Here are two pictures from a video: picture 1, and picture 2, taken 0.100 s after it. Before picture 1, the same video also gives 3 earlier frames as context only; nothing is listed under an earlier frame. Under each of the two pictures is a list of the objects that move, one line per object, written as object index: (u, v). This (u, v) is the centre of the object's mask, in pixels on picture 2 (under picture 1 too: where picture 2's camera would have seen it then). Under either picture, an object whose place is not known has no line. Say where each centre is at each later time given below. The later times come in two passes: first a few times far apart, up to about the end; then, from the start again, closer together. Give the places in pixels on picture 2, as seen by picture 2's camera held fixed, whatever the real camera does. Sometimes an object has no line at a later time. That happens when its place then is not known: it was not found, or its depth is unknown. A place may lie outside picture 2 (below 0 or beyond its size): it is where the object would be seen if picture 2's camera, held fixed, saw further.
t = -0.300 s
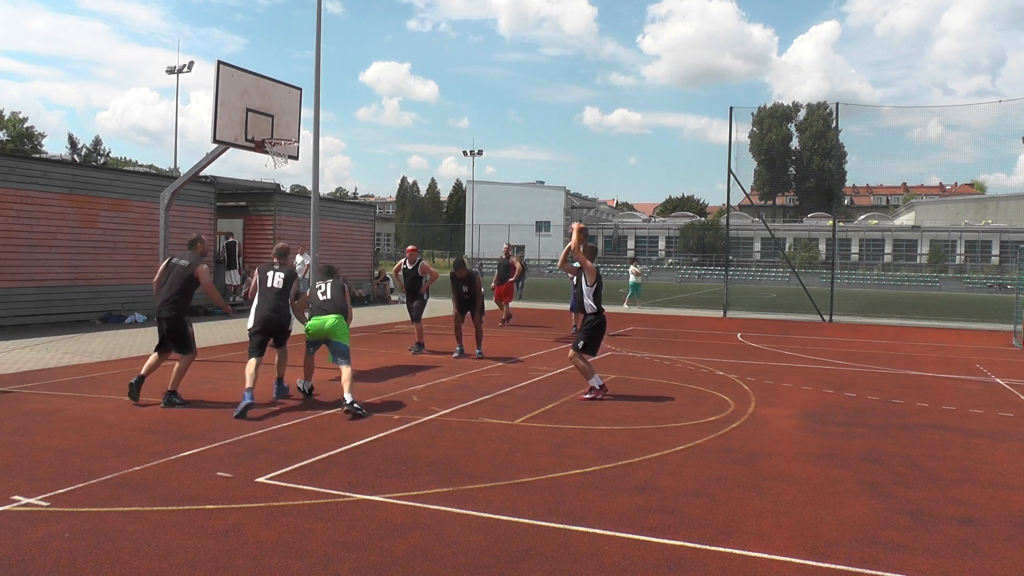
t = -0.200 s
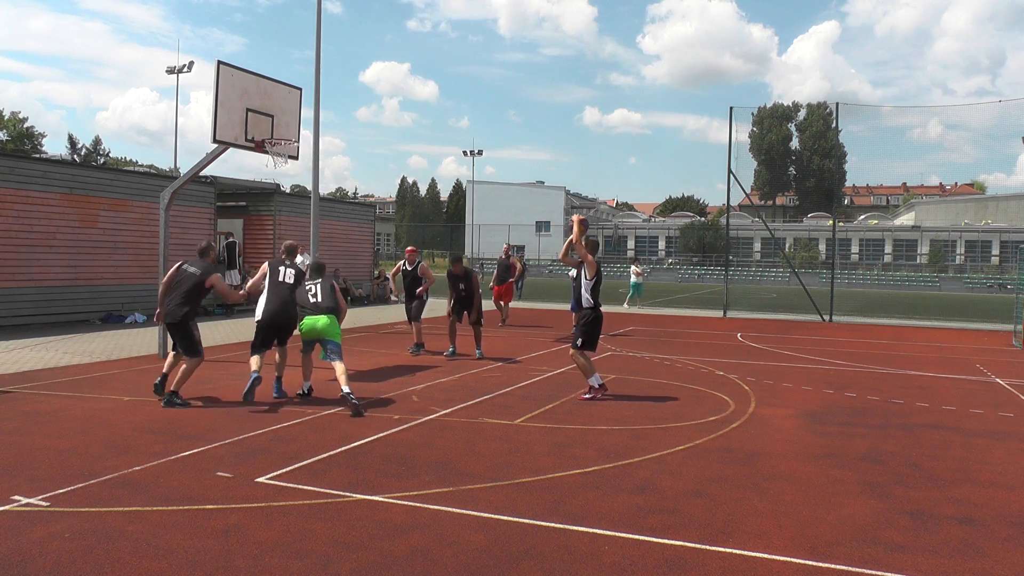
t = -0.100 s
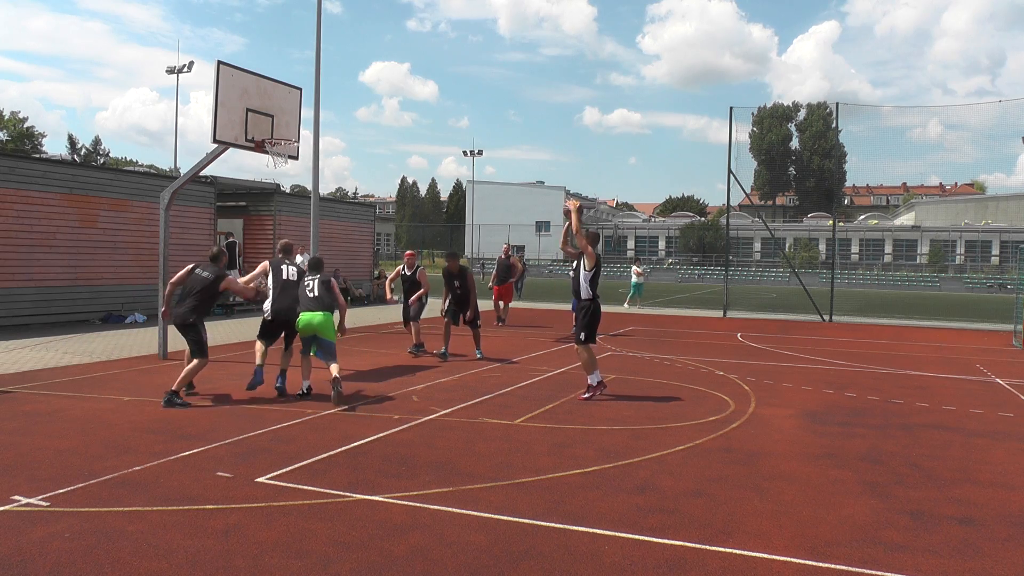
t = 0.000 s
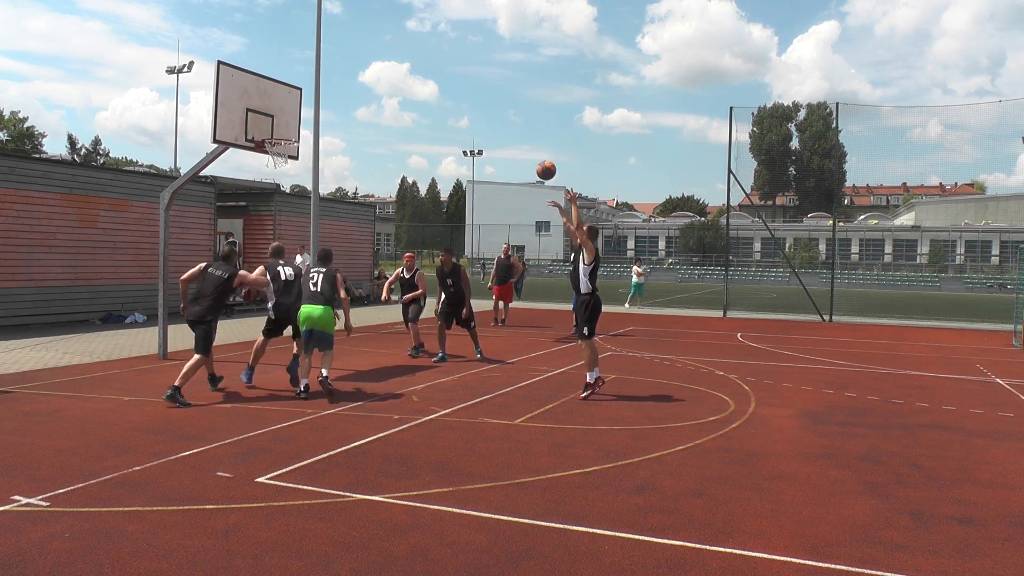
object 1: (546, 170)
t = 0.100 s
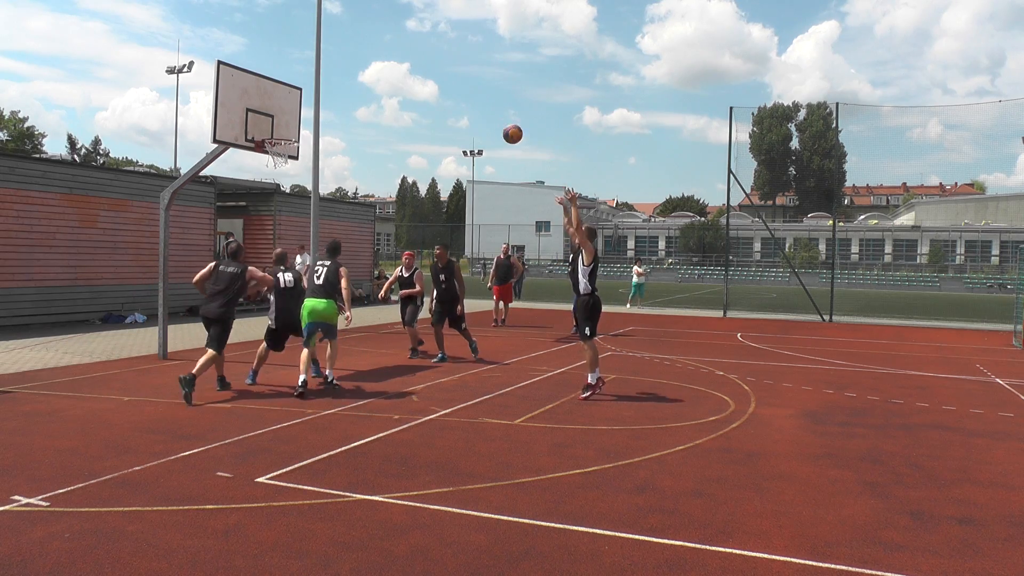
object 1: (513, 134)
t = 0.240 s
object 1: (468, 99)
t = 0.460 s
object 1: (403, 77)
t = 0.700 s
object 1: (337, 96)
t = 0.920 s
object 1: (278, 147)
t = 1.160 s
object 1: (265, 162)
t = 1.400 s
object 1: (256, 207)
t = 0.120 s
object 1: (506, 128)
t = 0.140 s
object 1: (500, 122)
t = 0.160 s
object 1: (493, 117)
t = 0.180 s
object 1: (487, 112)
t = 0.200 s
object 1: (481, 107)
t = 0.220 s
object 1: (474, 103)
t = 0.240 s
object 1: (468, 99)
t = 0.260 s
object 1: (462, 96)
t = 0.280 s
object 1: (456, 93)
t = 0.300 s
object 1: (450, 90)
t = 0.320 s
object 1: (444, 87)
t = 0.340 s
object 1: (438, 85)
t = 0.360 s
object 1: (432, 83)
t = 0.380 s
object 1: (426, 81)
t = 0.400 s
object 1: (420, 80)
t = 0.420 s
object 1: (414, 79)
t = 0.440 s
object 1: (408, 78)
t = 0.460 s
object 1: (403, 77)
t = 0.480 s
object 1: (397, 77)
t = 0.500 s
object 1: (391, 78)
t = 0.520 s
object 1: (386, 78)
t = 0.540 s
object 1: (380, 79)
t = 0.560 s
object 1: (375, 80)
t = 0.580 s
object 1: (369, 81)
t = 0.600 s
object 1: (364, 83)
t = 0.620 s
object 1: (358, 85)
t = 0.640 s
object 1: (353, 87)
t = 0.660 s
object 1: (347, 90)
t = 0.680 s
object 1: (342, 93)
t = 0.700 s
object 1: (337, 96)
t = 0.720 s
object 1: (331, 99)
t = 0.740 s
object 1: (326, 103)
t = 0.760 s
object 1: (321, 106)
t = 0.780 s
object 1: (316, 111)
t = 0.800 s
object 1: (311, 115)
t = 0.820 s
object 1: (306, 120)
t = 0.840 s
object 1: (301, 125)
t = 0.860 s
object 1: (296, 130)
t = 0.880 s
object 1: (291, 135)
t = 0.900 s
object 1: (285, 138)
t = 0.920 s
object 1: (278, 147)
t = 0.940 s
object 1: (276, 151)
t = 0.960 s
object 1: (275, 154)
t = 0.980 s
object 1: (273, 155)
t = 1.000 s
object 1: (271, 156)
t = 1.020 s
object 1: (270, 155)
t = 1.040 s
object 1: (270, 156)
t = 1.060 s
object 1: (270, 158)
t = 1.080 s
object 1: (268, 158)
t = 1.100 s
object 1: (267, 158)
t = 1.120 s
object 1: (266, 159)
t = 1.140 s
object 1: (266, 159)
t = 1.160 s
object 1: (265, 162)
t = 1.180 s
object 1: (264, 163)
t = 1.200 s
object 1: (264, 165)
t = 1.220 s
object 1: (263, 168)
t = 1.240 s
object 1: (262, 171)
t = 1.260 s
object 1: (262, 174)
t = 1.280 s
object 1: (261, 178)
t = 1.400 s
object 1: (256, 207)
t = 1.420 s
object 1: (255, 212)
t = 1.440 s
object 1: (255, 220)
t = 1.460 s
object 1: (254, 226)
